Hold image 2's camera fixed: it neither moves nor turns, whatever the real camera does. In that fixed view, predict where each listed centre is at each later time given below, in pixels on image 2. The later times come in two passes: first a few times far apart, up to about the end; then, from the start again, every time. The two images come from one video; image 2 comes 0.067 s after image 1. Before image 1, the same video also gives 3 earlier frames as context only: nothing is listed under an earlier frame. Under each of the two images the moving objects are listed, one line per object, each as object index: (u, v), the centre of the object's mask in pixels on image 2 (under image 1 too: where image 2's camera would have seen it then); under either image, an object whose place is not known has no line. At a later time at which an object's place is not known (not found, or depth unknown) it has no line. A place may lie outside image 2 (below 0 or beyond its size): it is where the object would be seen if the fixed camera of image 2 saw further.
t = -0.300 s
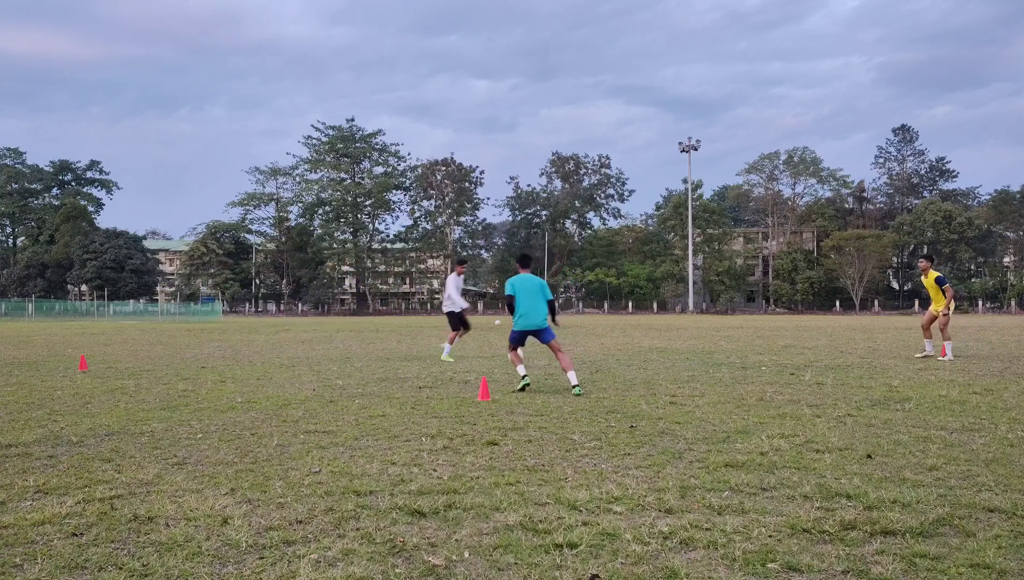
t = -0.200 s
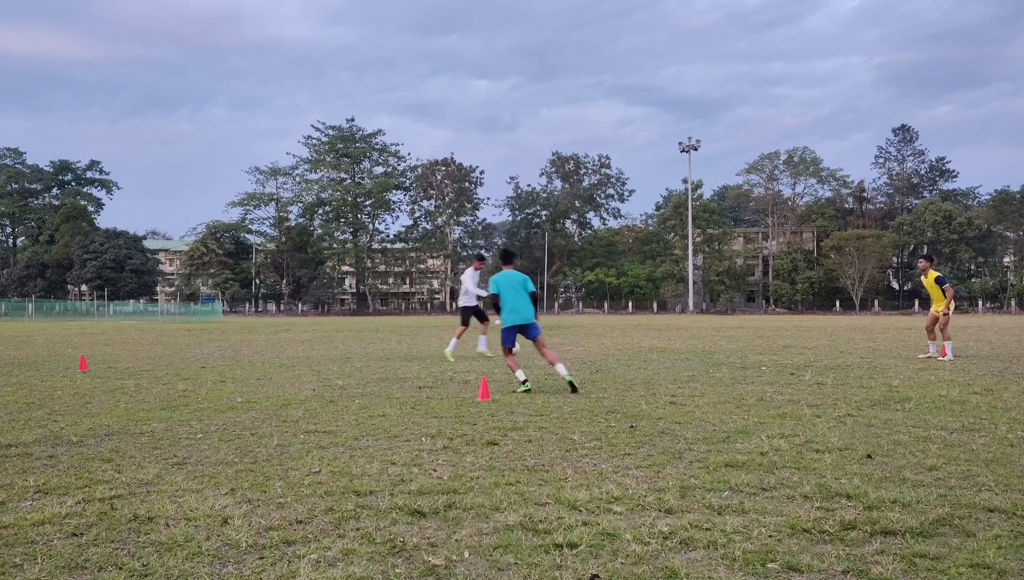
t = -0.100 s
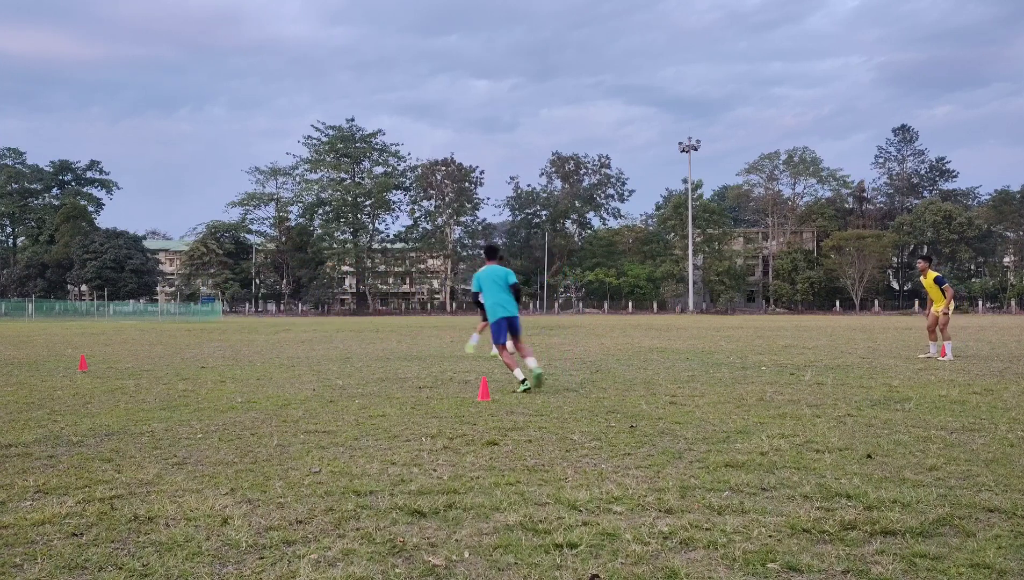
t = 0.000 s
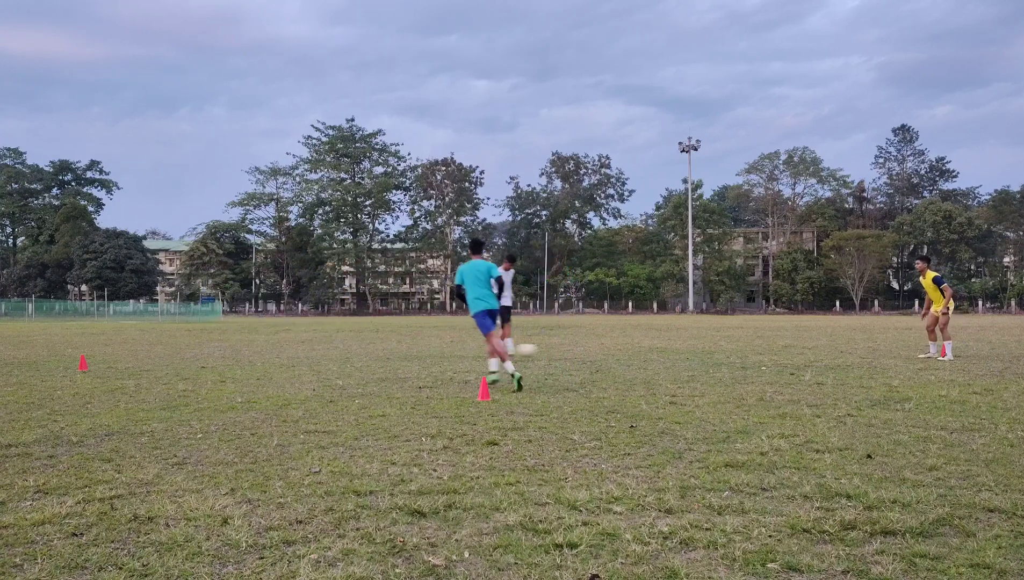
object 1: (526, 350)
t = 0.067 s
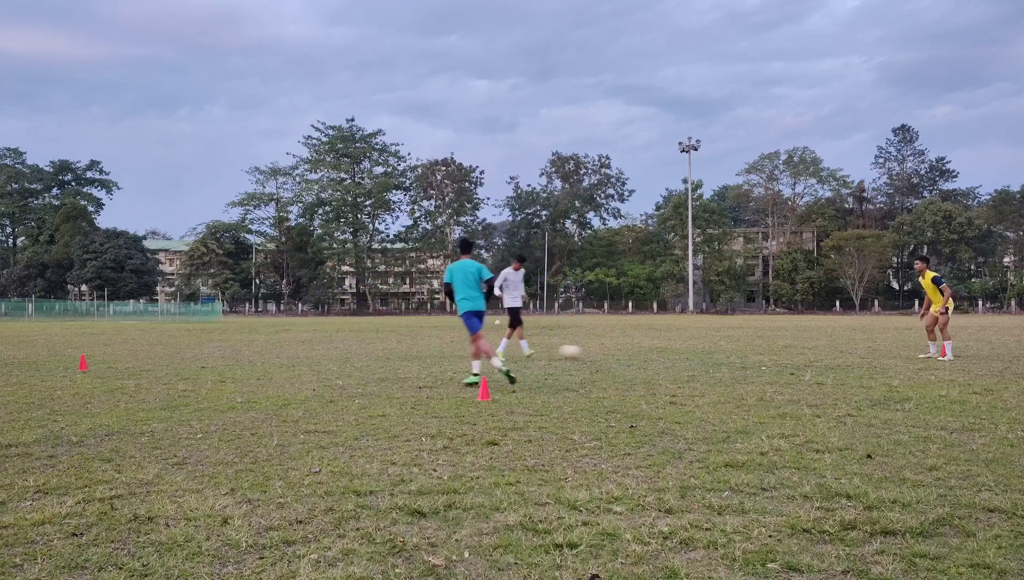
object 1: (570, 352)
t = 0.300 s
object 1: (704, 348)
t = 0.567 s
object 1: (828, 346)
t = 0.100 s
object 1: (591, 353)
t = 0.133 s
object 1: (613, 354)
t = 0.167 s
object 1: (631, 351)
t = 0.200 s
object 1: (649, 349)
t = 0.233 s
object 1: (668, 348)
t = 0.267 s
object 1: (686, 348)
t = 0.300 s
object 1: (704, 348)
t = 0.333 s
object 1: (723, 349)
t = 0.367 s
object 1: (741, 351)
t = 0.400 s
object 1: (759, 352)
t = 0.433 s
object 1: (773, 350)
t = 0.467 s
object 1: (787, 348)
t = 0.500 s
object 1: (801, 347)
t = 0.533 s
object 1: (815, 346)
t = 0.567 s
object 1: (828, 346)
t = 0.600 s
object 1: (843, 346)
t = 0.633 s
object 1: (857, 348)
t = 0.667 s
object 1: (870, 350)
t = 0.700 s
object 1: (884, 352)
